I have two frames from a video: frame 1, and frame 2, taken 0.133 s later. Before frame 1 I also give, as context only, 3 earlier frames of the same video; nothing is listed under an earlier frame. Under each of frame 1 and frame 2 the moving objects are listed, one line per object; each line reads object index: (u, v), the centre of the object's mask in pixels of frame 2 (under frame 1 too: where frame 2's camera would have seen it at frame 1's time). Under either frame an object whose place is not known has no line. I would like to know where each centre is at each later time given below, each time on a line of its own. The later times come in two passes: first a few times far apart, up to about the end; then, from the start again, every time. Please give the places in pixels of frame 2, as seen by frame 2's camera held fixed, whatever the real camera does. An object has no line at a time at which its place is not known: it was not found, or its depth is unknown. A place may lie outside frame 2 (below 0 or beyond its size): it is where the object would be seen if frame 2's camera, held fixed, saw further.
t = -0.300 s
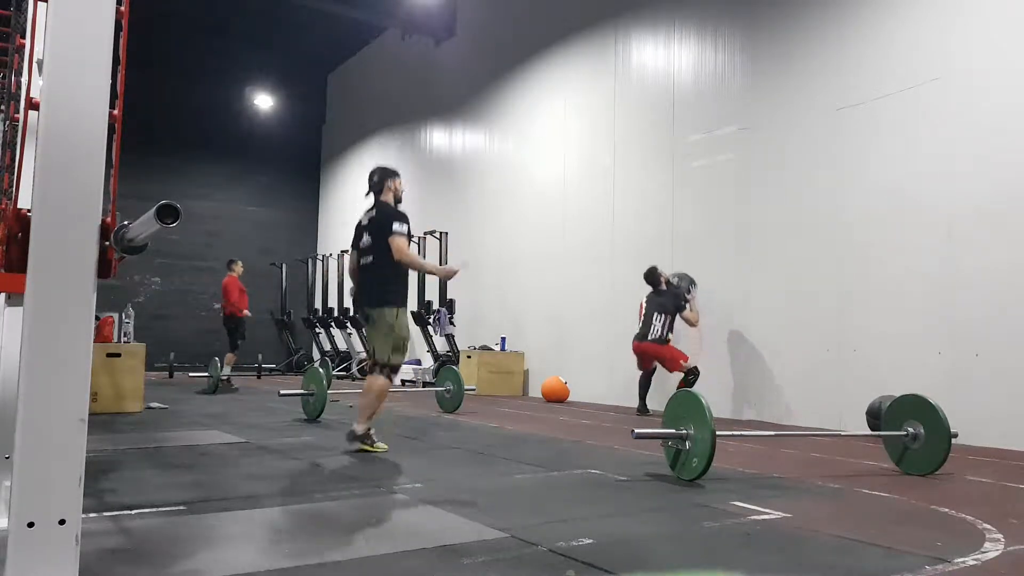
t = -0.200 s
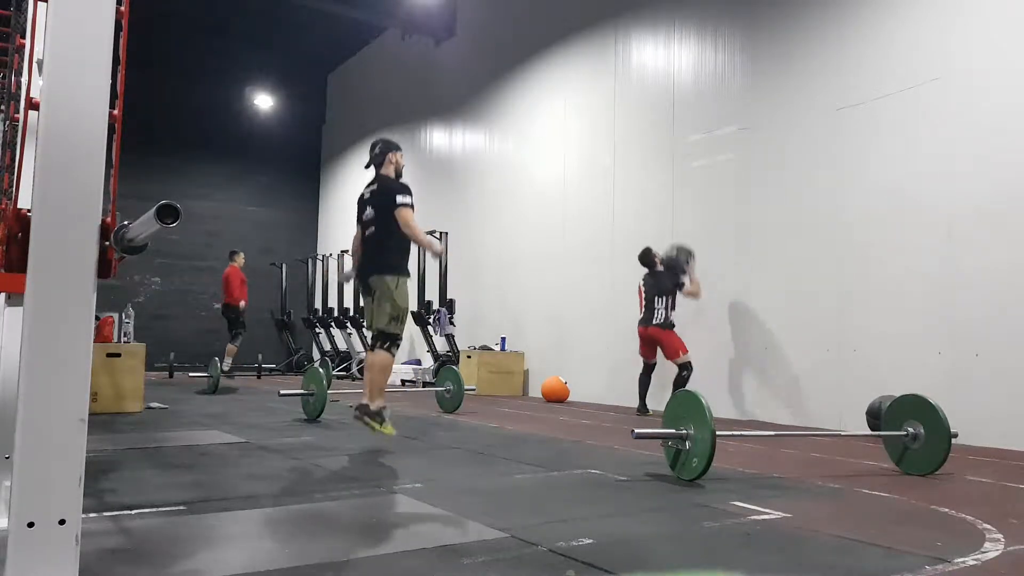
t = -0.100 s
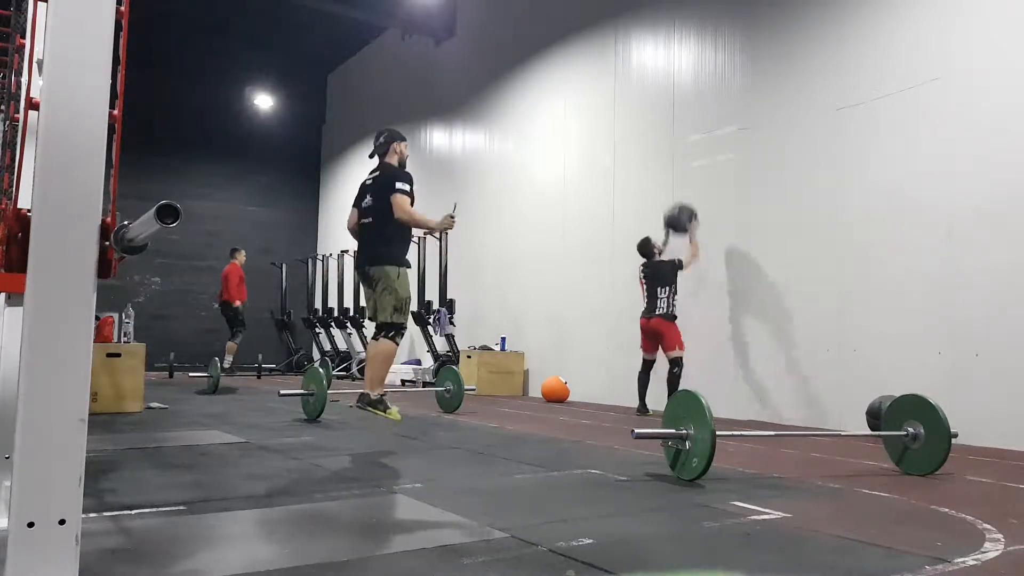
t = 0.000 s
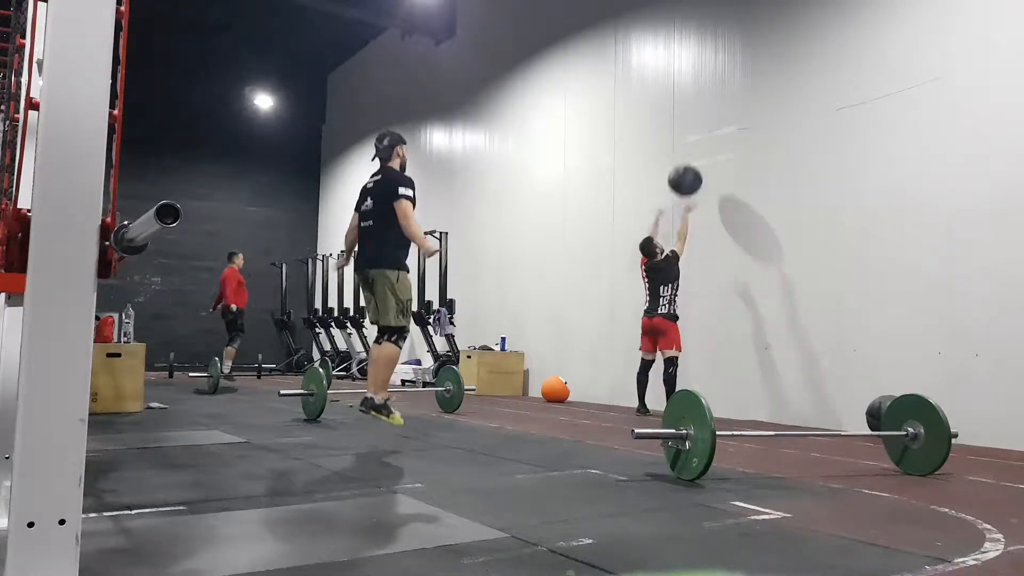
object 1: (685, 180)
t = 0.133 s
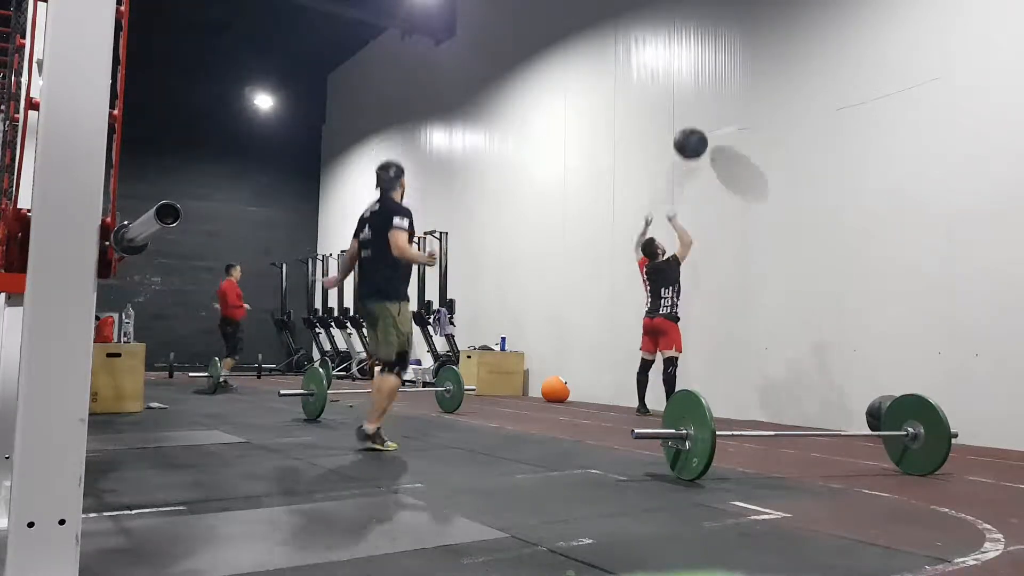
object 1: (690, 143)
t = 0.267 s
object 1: (696, 123)
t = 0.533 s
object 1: (694, 124)
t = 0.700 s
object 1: (691, 157)
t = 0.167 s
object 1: (692, 137)
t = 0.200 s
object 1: (693, 131)
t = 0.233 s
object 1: (695, 126)
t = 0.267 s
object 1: (696, 123)
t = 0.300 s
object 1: (697, 120)
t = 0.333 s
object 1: (697, 118)
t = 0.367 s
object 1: (697, 117)
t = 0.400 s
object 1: (696, 116)
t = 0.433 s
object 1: (696, 117)
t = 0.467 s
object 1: (695, 118)
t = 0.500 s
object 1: (695, 121)
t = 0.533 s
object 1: (694, 124)
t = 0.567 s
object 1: (694, 129)
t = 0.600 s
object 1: (693, 135)
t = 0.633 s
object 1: (693, 141)
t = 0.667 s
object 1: (692, 149)
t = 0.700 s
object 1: (691, 157)
